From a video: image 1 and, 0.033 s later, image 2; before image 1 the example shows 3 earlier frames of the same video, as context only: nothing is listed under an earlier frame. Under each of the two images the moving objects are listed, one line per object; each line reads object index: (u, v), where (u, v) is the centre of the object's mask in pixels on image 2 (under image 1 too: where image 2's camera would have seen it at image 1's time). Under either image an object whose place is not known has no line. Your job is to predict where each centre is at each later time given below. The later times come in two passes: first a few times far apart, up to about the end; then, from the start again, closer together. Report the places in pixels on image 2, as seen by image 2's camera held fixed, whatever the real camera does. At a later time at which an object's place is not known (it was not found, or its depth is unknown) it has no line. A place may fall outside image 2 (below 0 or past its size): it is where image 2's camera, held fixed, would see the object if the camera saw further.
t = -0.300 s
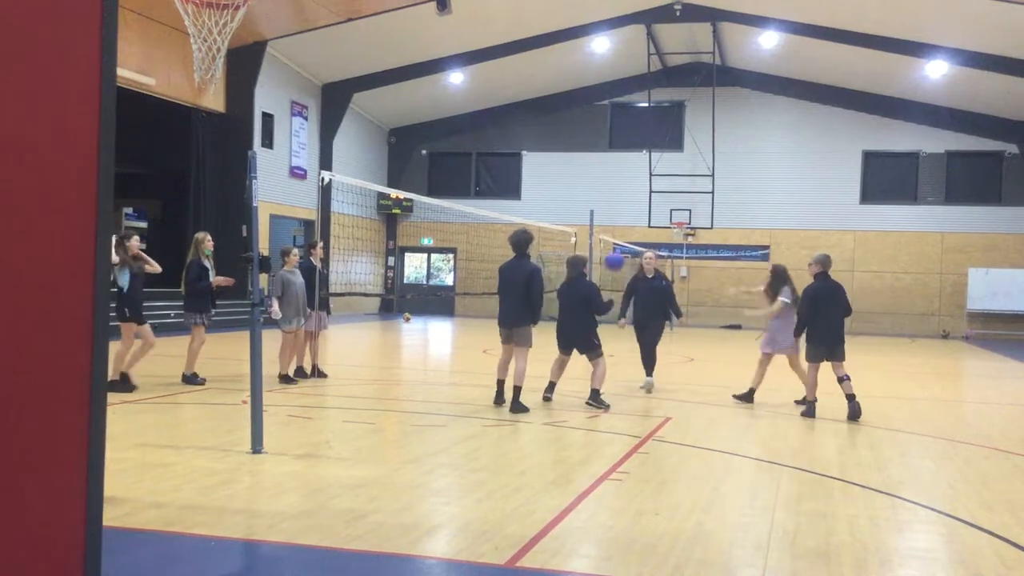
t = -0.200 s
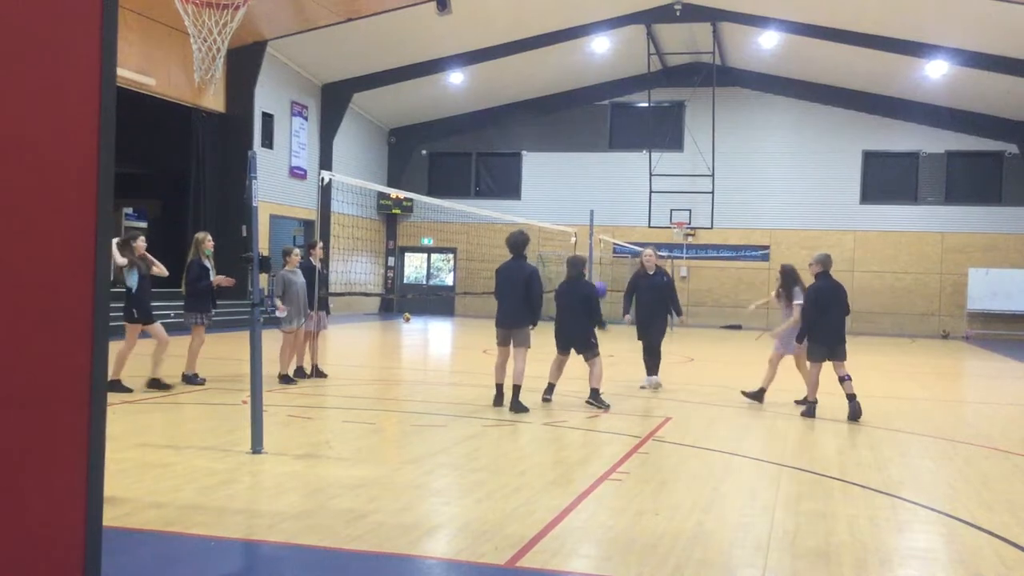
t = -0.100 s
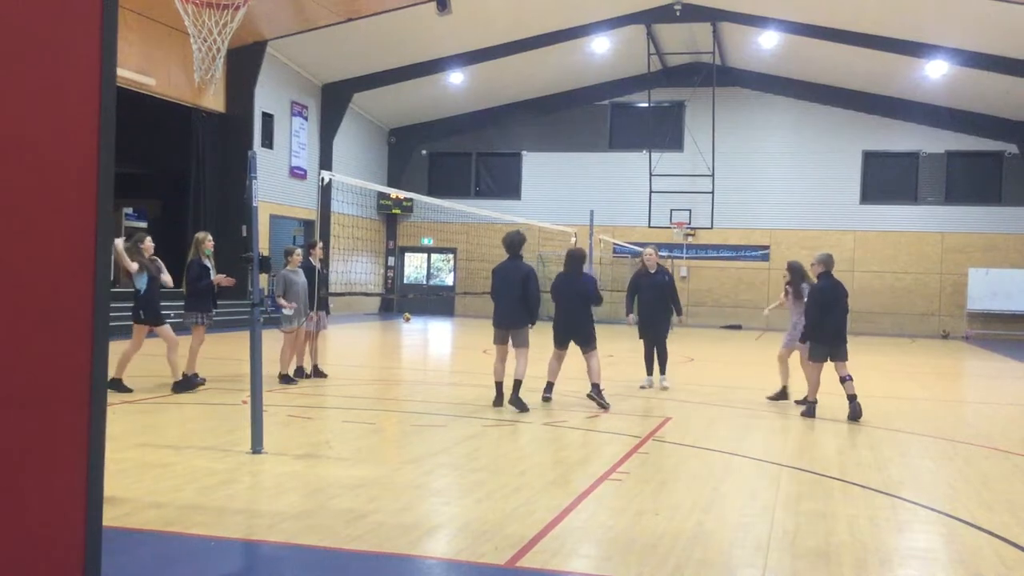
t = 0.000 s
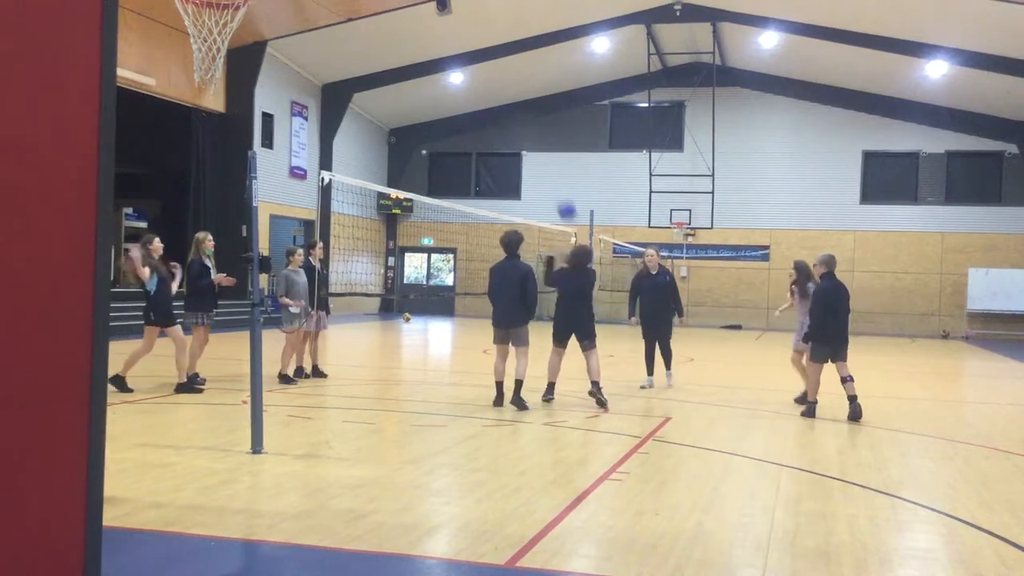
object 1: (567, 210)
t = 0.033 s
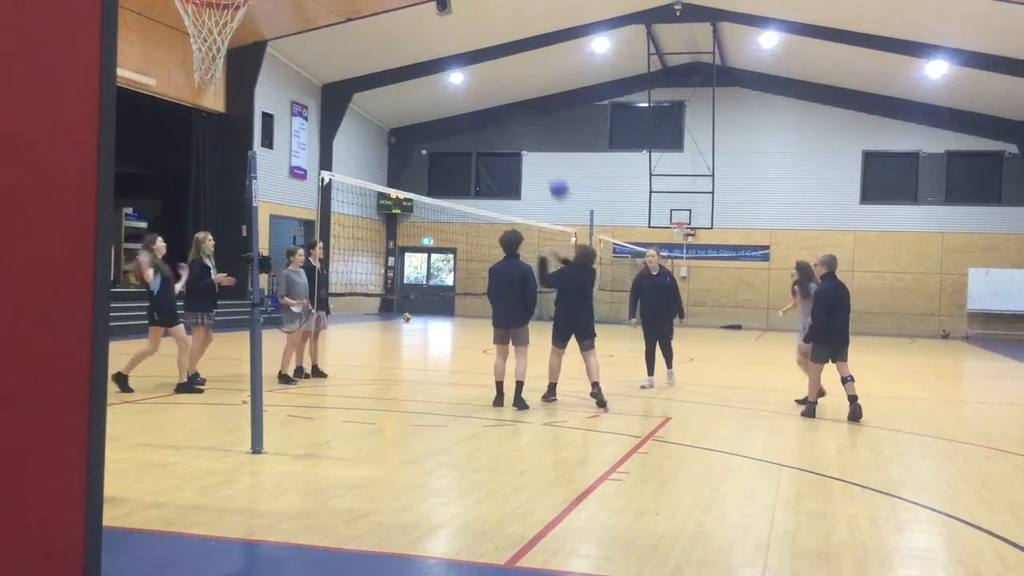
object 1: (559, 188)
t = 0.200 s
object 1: (522, 104)
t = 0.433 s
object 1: (467, 25)
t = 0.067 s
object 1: (551, 169)
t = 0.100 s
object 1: (544, 149)
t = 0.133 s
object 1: (537, 130)
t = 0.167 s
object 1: (529, 115)
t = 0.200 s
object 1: (522, 104)
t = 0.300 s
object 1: (498, 61)
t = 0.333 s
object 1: (491, 51)
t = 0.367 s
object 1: (483, 42)
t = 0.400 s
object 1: (474, 33)
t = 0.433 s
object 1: (467, 25)
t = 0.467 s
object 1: (459, 18)
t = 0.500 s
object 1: (452, 12)
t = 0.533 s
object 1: (444, 8)
